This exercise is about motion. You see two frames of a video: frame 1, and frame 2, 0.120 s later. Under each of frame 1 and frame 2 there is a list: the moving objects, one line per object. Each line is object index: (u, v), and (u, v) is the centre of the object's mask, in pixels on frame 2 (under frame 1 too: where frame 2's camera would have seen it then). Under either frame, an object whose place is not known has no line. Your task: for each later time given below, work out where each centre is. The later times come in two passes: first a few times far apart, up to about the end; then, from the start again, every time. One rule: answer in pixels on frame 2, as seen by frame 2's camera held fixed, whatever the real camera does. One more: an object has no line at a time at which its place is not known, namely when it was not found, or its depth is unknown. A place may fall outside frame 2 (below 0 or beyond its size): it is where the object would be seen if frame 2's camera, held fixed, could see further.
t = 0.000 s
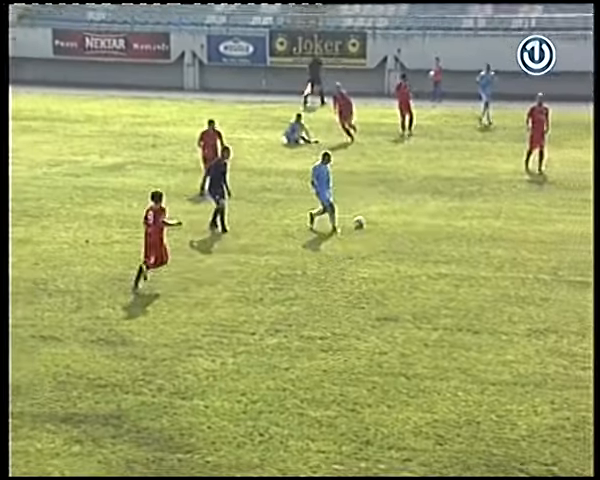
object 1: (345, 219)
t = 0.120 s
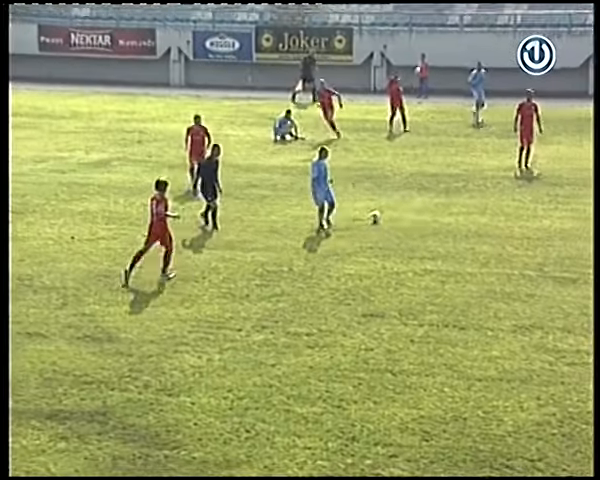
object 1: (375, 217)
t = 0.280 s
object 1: (410, 216)
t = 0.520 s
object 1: (453, 215)
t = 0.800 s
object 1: (497, 216)
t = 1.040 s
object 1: (534, 217)
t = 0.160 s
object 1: (384, 217)
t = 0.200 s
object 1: (394, 218)
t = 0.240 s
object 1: (403, 217)
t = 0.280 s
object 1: (410, 216)
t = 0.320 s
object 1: (418, 216)
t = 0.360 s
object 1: (425, 217)
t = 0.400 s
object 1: (432, 218)
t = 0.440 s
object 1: (440, 217)
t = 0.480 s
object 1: (446, 217)
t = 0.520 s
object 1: (453, 215)
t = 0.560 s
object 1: (459, 216)
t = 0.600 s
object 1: (466, 217)
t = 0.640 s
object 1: (472, 217)
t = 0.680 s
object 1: (478, 217)
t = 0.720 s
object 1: (485, 215)
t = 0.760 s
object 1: (490, 215)
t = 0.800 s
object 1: (497, 216)
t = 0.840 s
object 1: (504, 217)
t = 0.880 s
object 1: (510, 217)
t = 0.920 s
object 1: (516, 217)
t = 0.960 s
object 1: (522, 217)
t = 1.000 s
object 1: (528, 217)
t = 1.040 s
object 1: (534, 217)
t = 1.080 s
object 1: (540, 217)
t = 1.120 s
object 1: (546, 217)
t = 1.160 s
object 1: (551, 216)
